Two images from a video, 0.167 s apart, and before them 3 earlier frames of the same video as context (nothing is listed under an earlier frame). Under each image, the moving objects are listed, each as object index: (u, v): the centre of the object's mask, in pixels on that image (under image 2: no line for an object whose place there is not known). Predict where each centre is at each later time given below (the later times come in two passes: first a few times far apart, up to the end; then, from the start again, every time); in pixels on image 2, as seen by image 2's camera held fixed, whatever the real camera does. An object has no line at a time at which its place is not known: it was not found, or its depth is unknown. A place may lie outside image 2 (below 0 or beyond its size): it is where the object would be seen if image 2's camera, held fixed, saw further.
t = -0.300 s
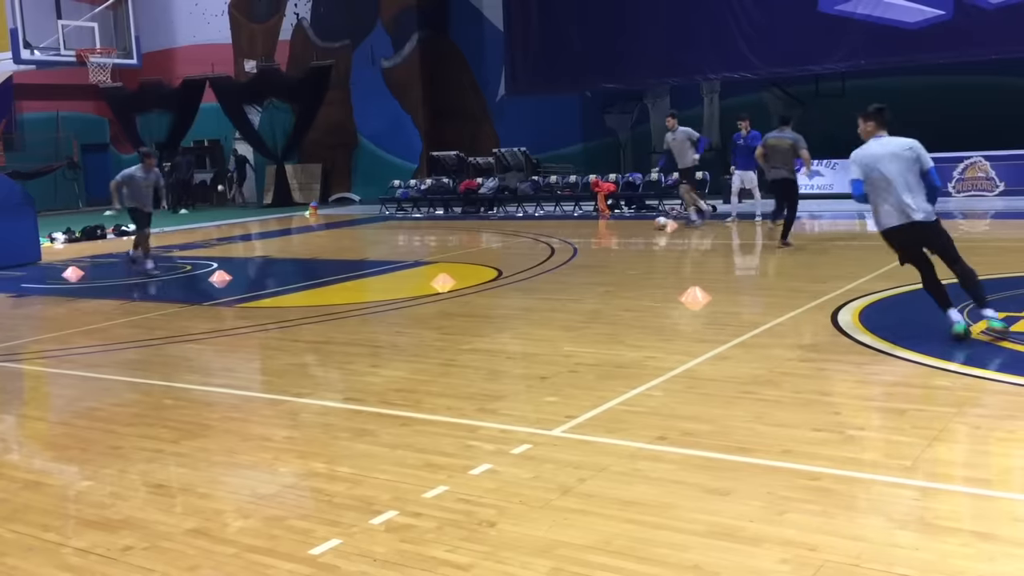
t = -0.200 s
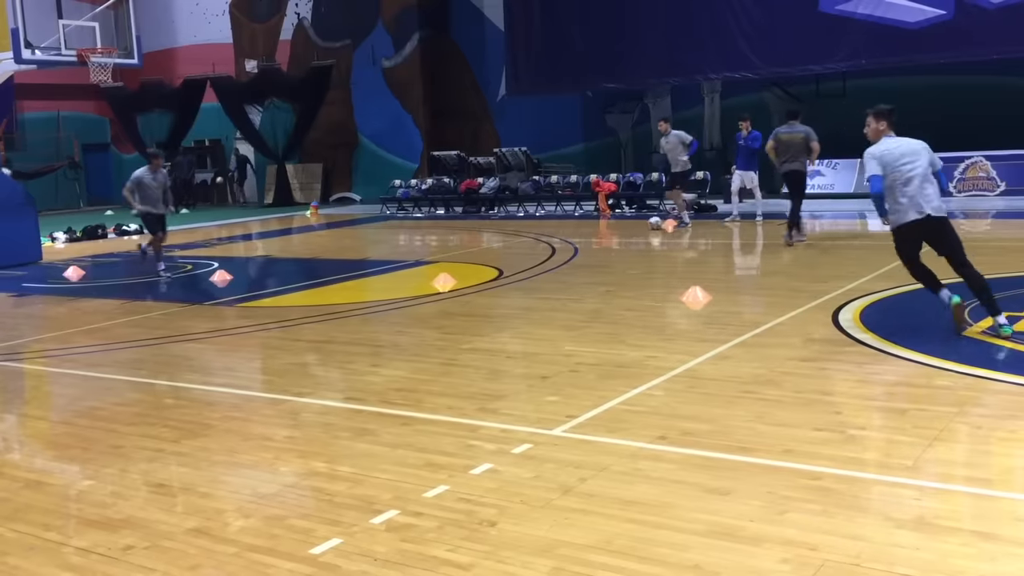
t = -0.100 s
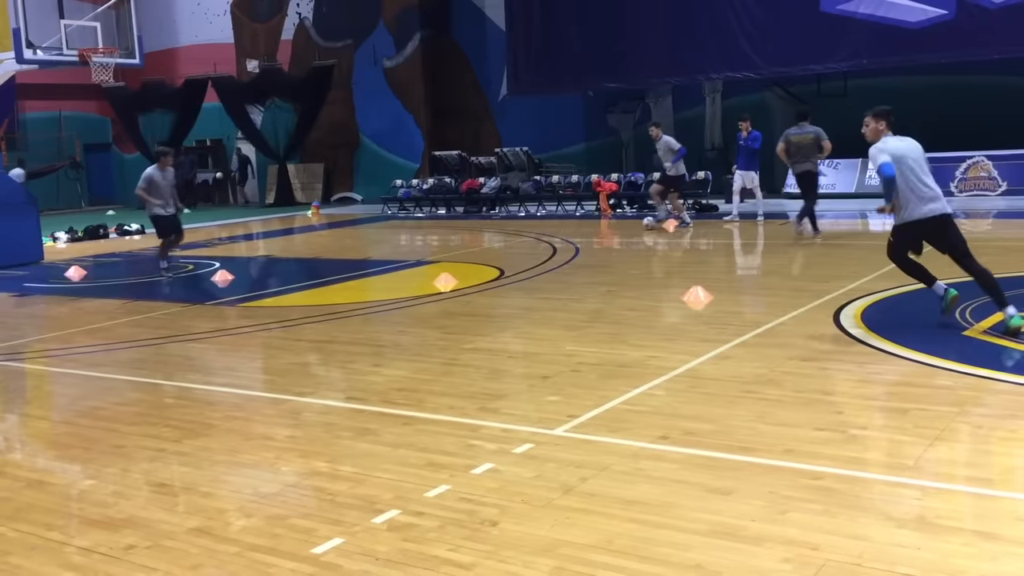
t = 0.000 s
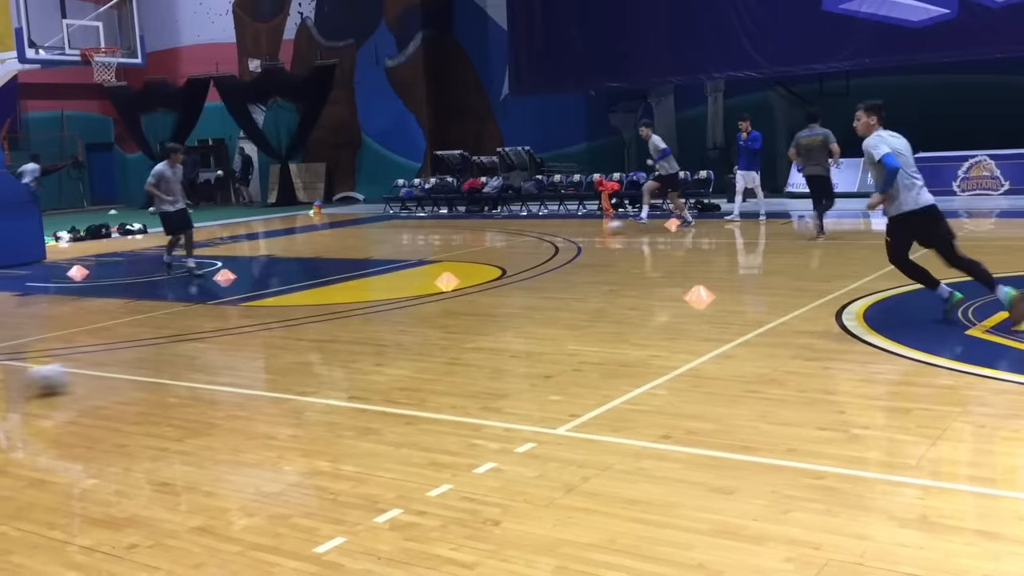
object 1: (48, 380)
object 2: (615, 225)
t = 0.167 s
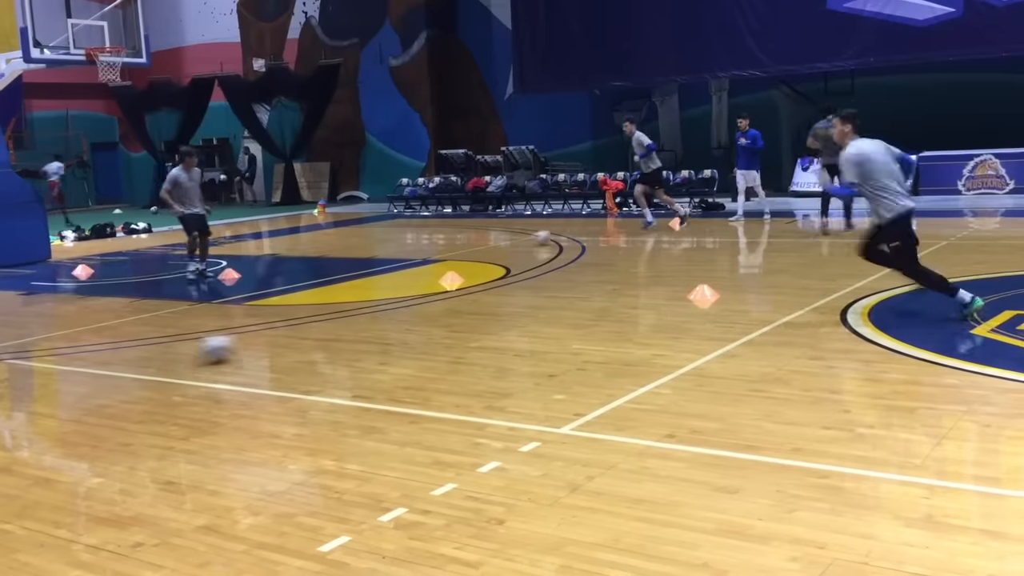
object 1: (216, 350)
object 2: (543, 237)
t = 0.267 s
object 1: (292, 336)
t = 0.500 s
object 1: (430, 310)
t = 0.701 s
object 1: (521, 294)
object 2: (277, 278)
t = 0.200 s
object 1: (244, 345)
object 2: (528, 239)
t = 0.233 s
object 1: (270, 339)
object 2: (510, 243)
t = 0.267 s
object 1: (292, 336)
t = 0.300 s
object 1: (316, 331)
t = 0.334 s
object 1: (338, 327)
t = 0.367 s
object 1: (359, 323)
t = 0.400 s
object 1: (377, 320)
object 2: (429, 253)
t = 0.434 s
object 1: (396, 316)
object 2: (414, 255)
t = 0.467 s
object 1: (413, 313)
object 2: (396, 258)
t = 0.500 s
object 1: (430, 310)
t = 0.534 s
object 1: (447, 308)
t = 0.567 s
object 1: (461, 305)
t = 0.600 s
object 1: (477, 302)
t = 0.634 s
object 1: (492, 299)
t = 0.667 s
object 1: (508, 297)
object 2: (294, 274)
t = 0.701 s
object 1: (521, 294)
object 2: (277, 278)
